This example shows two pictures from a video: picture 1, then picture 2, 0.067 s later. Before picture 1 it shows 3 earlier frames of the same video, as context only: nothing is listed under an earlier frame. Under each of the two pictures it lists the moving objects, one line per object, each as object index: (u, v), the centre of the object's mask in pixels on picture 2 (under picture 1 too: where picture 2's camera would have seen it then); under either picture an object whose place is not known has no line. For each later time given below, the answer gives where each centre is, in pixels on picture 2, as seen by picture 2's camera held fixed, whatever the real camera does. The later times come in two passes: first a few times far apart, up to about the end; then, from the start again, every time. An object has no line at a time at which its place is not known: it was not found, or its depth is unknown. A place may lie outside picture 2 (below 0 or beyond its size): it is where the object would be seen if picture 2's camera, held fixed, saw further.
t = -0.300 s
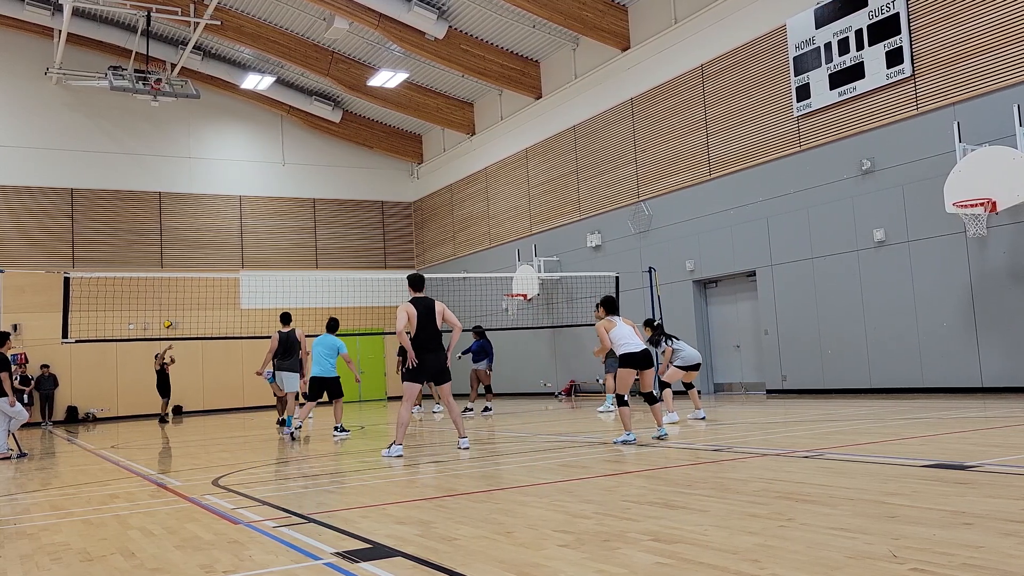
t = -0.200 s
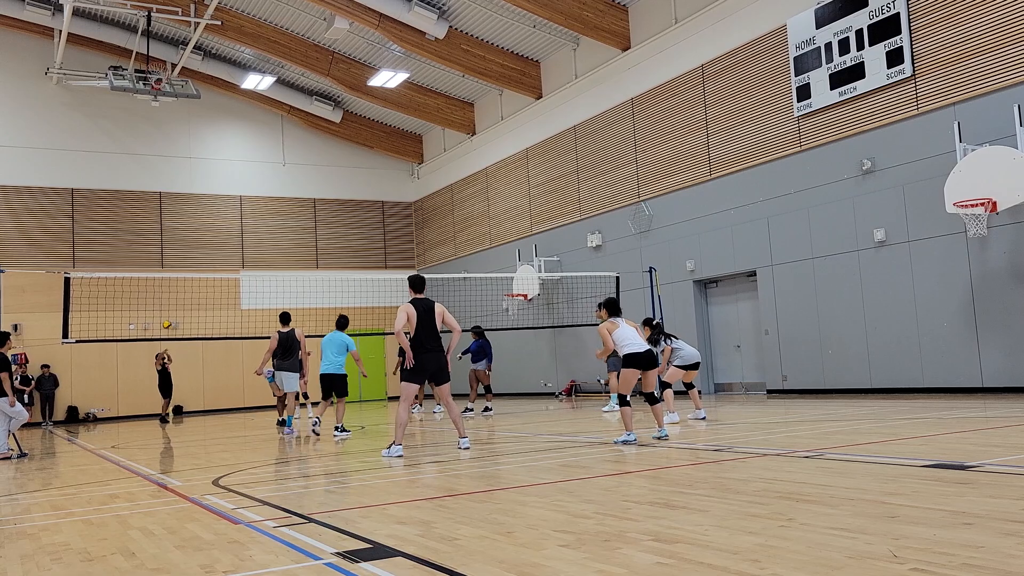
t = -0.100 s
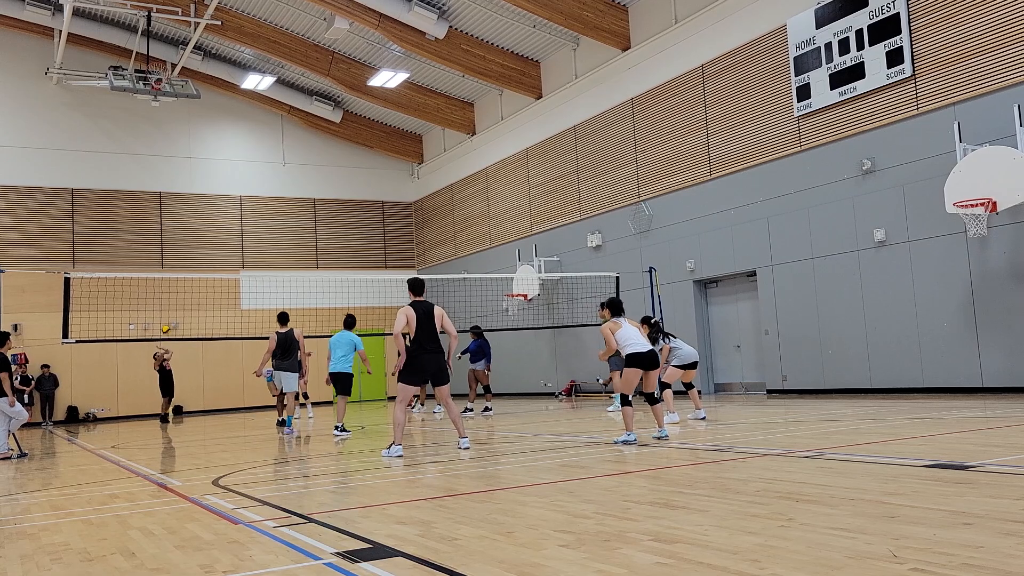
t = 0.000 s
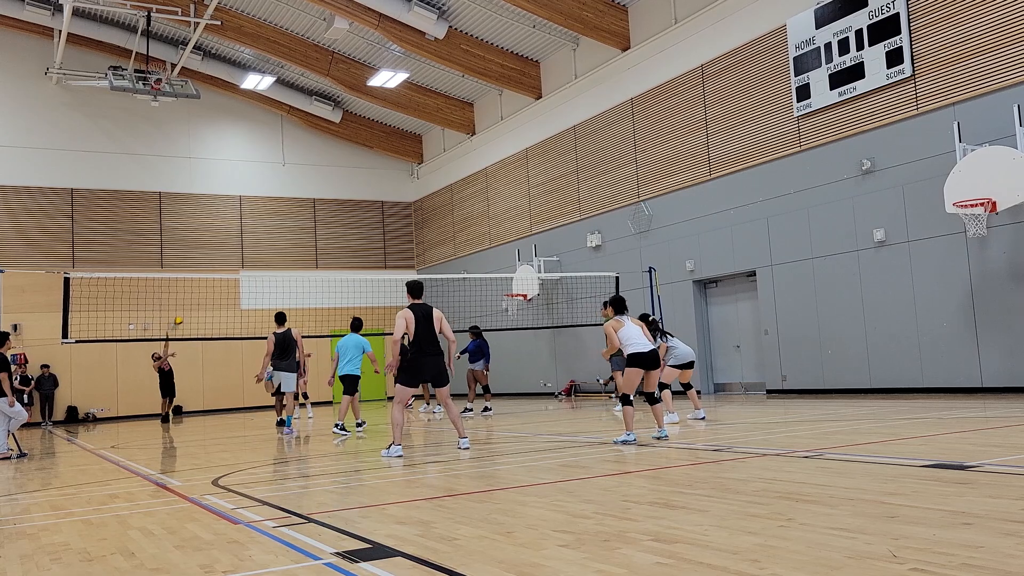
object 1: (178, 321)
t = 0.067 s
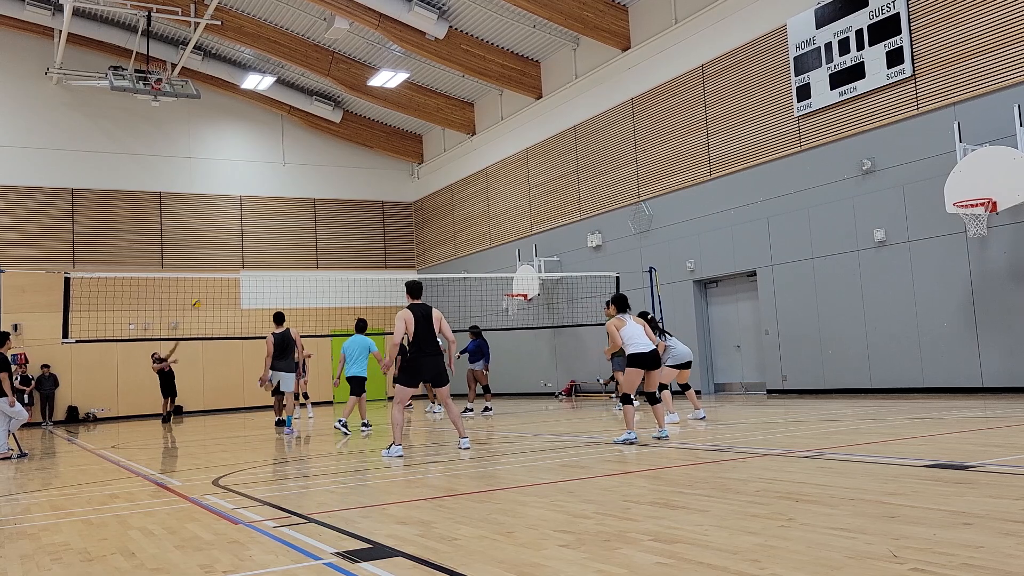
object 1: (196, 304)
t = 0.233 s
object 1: (243, 266)
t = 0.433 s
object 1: (307, 231)
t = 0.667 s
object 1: (391, 215)
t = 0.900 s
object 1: (490, 226)
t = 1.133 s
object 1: (610, 276)
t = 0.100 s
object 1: (205, 296)
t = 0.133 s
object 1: (215, 287)
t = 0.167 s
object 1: (225, 280)
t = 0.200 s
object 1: (235, 271)
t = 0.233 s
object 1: (243, 266)
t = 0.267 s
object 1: (254, 259)
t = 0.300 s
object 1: (264, 252)
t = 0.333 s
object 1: (275, 247)
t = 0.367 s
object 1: (285, 241)
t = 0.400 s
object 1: (296, 237)
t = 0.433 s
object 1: (307, 231)
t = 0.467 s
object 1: (319, 227)
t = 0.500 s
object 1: (330, 224)
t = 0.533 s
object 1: (342, 221)
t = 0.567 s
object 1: (353, 219)
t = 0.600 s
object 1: (366, 217)
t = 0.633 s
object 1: (378, 216)
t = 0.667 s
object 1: (391, 215)
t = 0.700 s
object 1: (404, 215)
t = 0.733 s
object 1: (418, 215)
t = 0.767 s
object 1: (431, 216)
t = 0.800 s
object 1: (446, 218)
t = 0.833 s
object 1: (460, 220)
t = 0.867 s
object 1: (475, 222)
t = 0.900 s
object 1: (490, 226)
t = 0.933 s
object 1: (505, 231)
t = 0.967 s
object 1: (522, 236)
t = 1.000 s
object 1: (538, 241)
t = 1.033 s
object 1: (555, 249)
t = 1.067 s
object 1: (573, 257)
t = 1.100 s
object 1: (591, 266)
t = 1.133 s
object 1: (610, 276)
